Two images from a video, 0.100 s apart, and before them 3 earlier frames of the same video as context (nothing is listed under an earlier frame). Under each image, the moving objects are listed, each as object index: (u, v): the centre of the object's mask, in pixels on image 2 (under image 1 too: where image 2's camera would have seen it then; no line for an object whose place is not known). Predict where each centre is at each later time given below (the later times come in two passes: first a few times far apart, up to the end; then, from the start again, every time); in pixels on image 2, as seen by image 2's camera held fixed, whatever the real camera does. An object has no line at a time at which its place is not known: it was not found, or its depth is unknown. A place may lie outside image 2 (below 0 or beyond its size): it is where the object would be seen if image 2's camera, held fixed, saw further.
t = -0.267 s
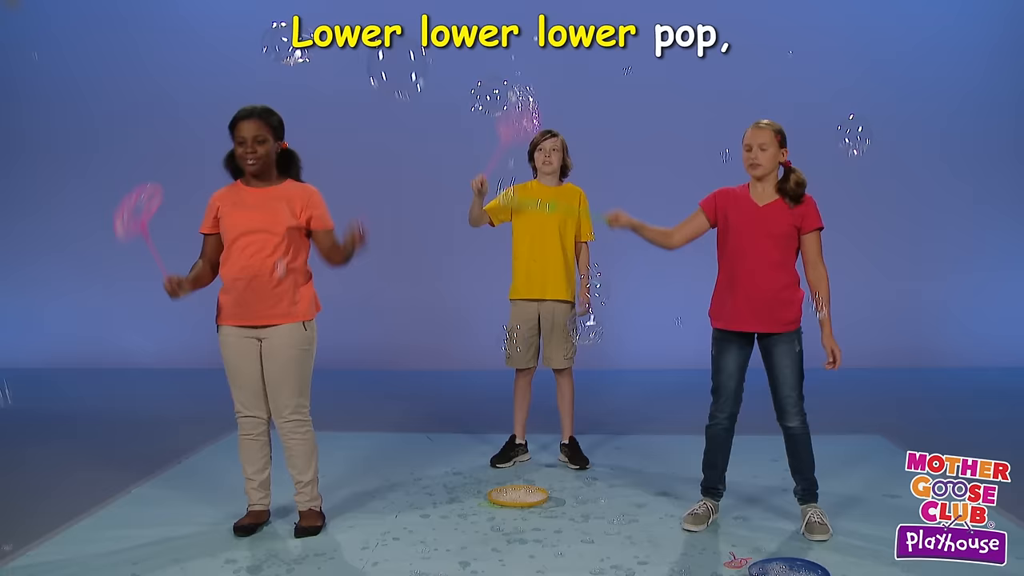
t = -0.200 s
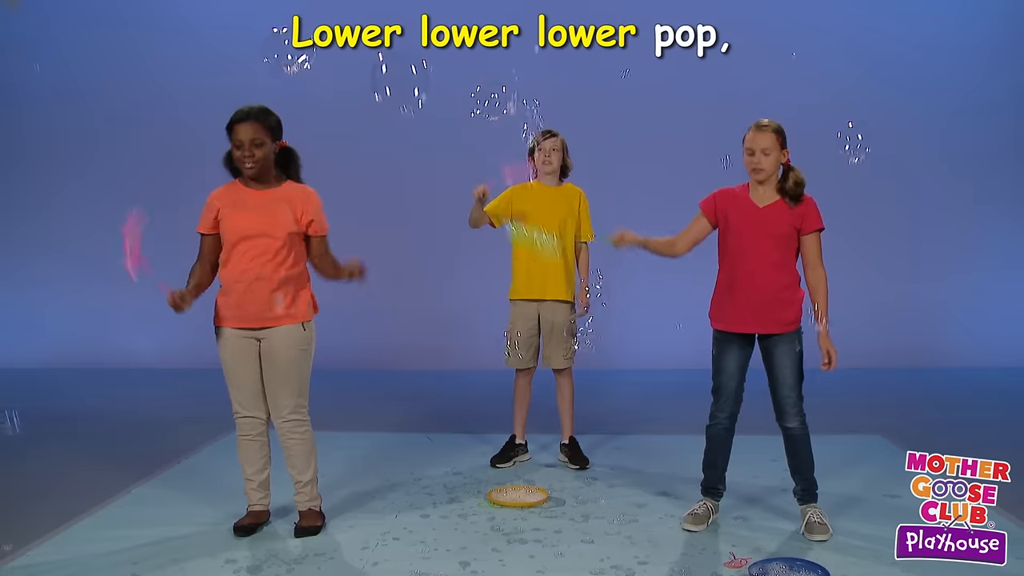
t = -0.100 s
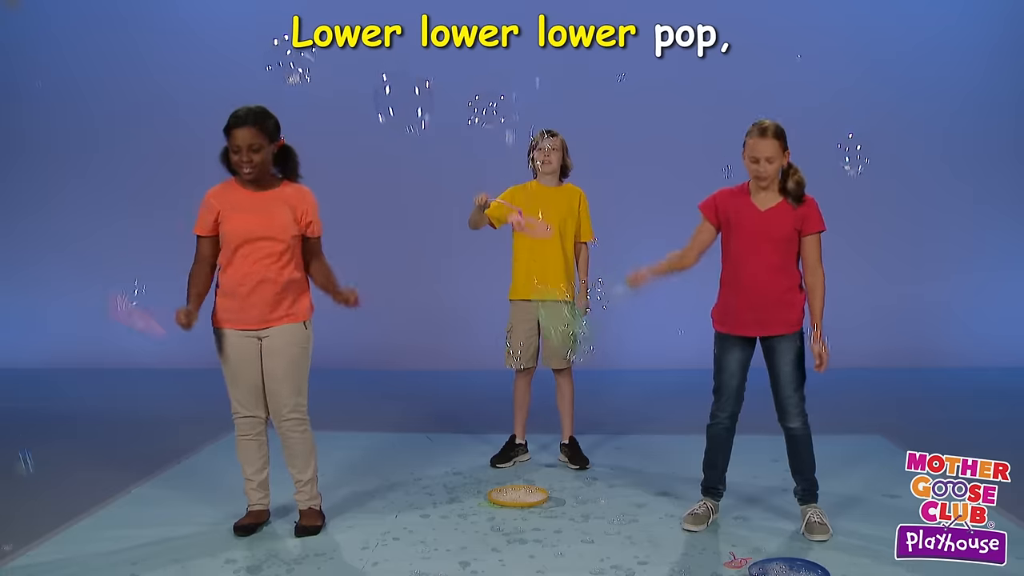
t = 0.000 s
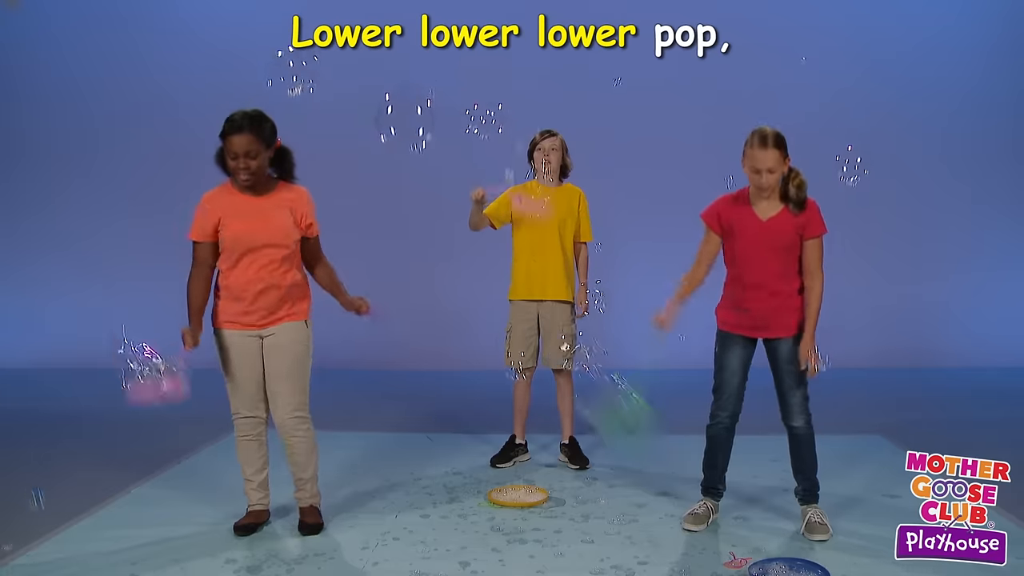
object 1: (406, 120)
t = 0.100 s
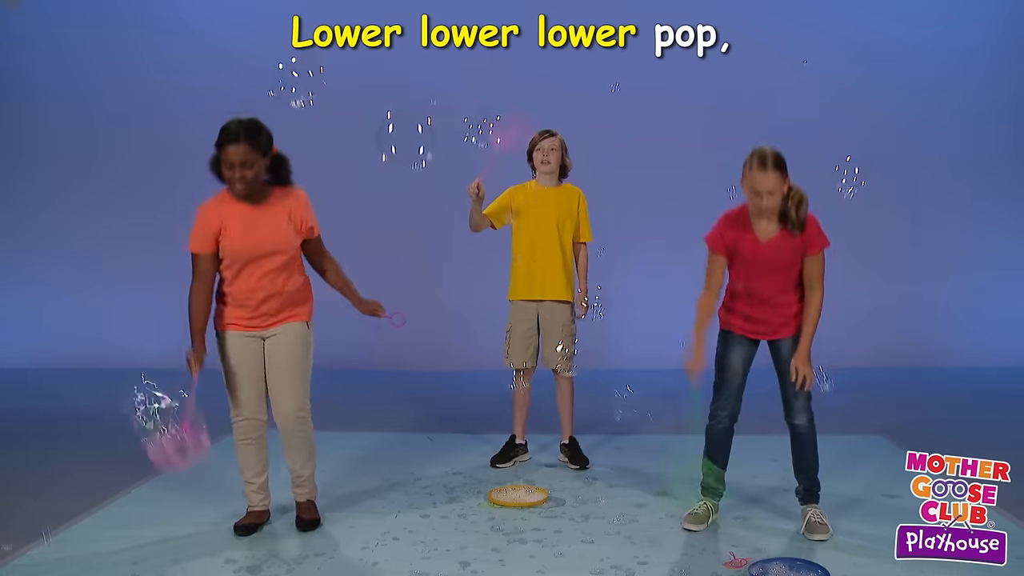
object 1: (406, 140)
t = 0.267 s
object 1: (406, 170)
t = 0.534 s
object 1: (402, 219)
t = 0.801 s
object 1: (395, 270)
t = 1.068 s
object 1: (391, 323)
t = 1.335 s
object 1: (395, 370)
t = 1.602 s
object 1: (402, 410)
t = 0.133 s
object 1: (406, 147)
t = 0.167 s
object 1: (406, 151)
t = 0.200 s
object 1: (406, 158)
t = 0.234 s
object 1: (406, 164)
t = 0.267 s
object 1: (406, 170)
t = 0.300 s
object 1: (406, 176)
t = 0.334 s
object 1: (405, 182)
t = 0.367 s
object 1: (405, 188)
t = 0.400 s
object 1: (404, 194)
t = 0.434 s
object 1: (404, 200)
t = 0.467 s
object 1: (403, 206)
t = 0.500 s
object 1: (402, 213)
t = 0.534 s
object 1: (402, 219)
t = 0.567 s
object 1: (401, 225)
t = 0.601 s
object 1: (400, 230)
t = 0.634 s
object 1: (399, 237)
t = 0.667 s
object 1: (398, 244)
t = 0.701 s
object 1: (398, 250)
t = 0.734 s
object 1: (397, 256)
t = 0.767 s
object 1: (396, 262)
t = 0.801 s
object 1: (395, 270)
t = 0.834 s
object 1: (395, 275)
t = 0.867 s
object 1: (395, 282)
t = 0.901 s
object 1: (395, 285)
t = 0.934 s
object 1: (396, 291)
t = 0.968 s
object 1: (395, 302)
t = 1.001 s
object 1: (394, 310)
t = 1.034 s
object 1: (392, 317)
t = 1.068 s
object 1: (391, 323)
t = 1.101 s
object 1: (391, 328)
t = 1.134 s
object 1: (391, 336)
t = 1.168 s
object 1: (391, 340)
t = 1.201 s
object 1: (392, 347)
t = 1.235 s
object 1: (392, 354)
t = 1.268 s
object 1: (393, 359)
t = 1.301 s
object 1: (394, 365)
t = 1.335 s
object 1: (395, 370)
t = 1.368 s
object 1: (396, 376)
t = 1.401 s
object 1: (395, 382)
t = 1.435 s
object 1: (397, 388)
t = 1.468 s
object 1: (398, 393)
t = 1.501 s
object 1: (400, 397)
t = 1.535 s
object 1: (399, 401)
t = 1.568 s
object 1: (401, 406)
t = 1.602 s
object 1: (402, 410)
